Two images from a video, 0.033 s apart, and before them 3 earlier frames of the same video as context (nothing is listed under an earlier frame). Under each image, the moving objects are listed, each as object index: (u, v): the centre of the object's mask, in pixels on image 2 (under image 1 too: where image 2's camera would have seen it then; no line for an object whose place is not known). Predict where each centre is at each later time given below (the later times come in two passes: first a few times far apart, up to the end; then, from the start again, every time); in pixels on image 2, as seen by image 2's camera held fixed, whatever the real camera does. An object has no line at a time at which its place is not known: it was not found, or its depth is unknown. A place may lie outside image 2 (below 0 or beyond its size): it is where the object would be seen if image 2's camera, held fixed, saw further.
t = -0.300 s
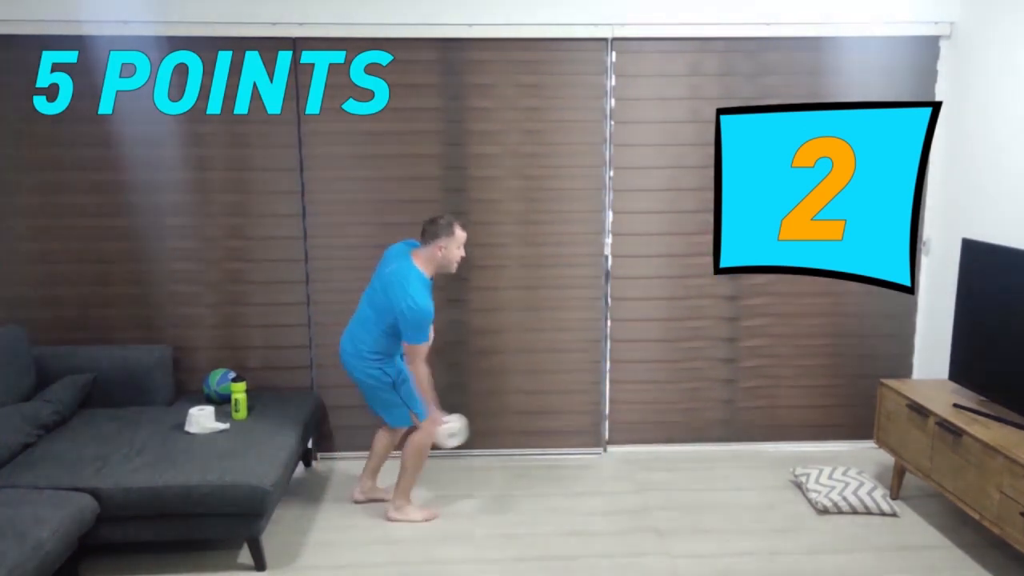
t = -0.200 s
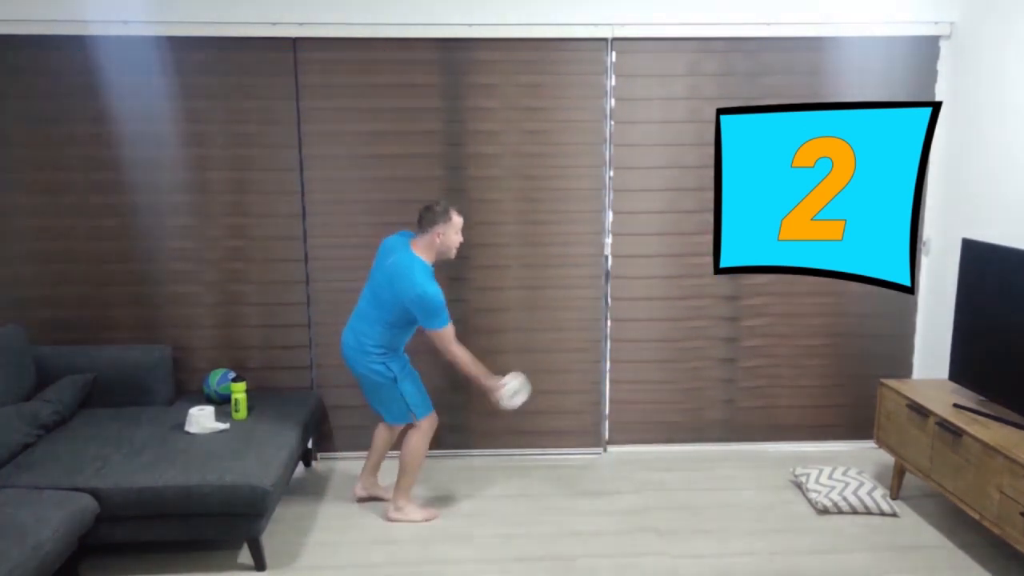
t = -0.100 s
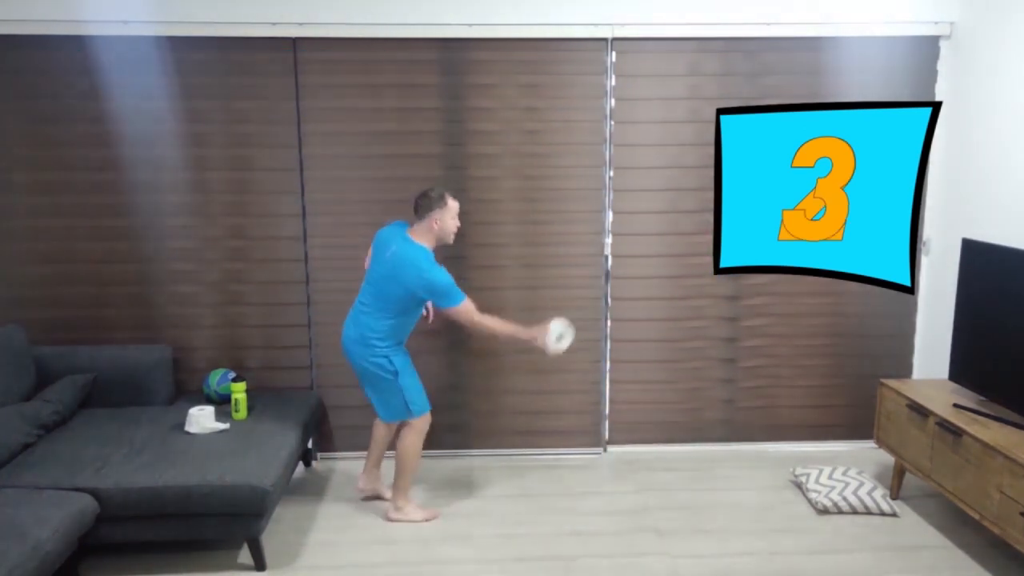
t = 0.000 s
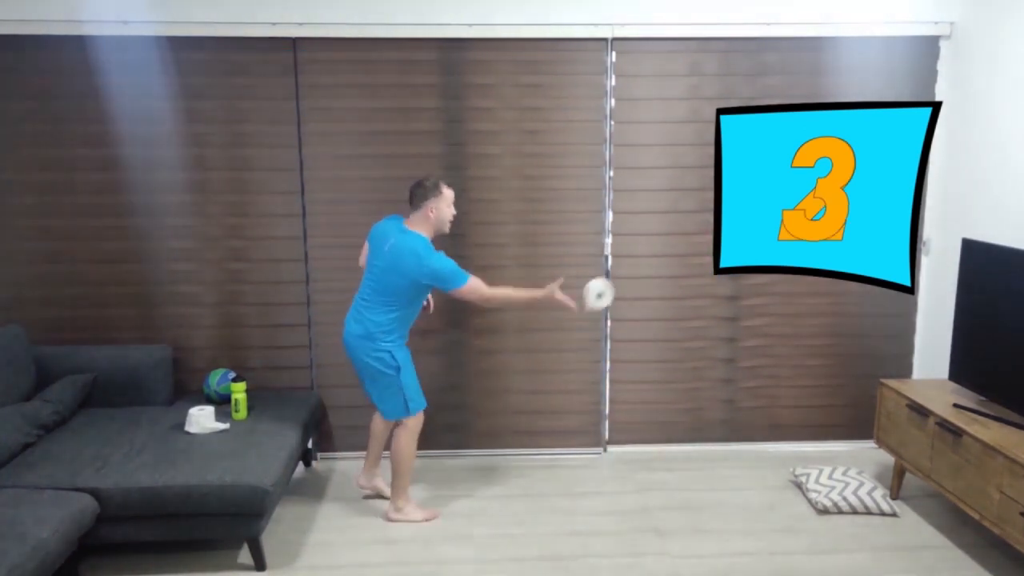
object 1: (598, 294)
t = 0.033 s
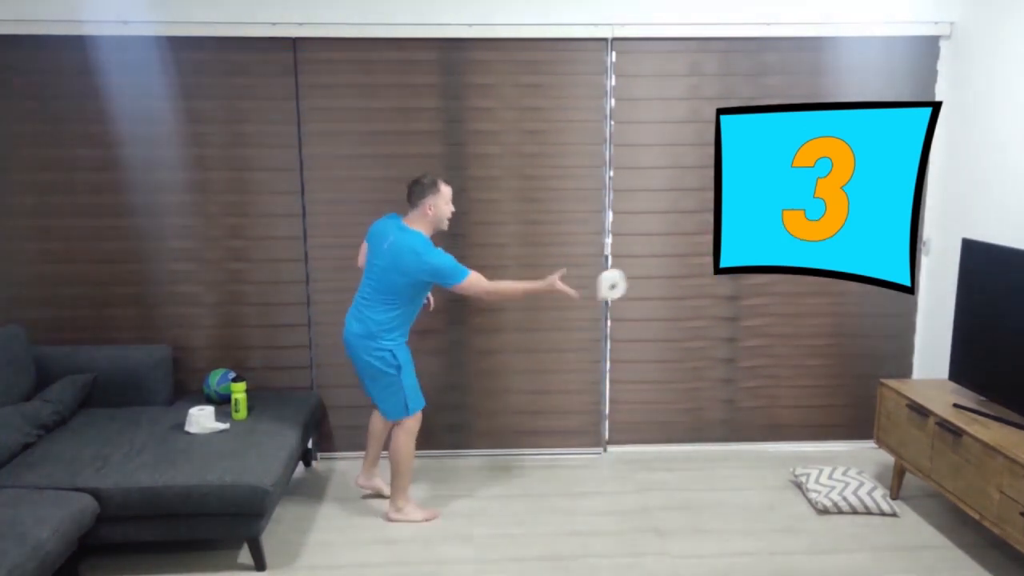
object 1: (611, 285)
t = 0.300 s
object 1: (712, 290)
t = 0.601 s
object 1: (807, 444)
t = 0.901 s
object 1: (806, 492)
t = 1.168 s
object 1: (780, 492)
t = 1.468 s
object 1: (756, 491)
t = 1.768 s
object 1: (741, 491)
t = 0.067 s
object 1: (625, 277)
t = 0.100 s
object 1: (637, 273)
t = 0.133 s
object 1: (651, 270)
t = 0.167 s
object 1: (663, 270)
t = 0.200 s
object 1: (676, 272)
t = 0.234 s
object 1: (688, 275)
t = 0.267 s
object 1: (700, 282)
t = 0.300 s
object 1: (712, 290)
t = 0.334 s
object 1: (724, 300)
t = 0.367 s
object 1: (735, 312)
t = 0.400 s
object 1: (746, 326)
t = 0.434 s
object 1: (757, 342)
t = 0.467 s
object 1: (768, 359)
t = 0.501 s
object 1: (778, 378)
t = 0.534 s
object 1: (788, 399)
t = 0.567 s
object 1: (798, 422)
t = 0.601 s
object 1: (807, 444)
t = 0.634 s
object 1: (818, 473)
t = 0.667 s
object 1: (819, 487)
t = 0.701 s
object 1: (819, 486)
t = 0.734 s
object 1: (818, 488)
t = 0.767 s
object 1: (817, 489)
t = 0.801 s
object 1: (815, 489)
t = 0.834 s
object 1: (813, 491)
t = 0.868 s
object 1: (810, 492)
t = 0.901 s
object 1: (806, 492)
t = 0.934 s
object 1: (802, 491)
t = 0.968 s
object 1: (798, 492)
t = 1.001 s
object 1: (795, 492)
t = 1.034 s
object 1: (792, 492)
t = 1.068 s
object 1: (788, 492)
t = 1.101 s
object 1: (785, 492)
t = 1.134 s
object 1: (782, 492)
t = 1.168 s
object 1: (780, 492)
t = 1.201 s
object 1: (777, 492)
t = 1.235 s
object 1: (773, 491)
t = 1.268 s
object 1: (771, 491)
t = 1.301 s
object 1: (768, 491)
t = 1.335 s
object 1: (765, 491)
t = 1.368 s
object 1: (763, 492)
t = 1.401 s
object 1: (761, 492)
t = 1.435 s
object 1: (759, 492)
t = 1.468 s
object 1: (756, 491)
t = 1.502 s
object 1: (755, 491)
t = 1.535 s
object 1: (752, 492)
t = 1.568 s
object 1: (750, 492)
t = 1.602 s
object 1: (748, 492)
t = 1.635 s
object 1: (747, 491)
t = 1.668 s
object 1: (746, 491)
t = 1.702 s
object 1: (744, 491)
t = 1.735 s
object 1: (743, 491)
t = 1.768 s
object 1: (741, 491)
